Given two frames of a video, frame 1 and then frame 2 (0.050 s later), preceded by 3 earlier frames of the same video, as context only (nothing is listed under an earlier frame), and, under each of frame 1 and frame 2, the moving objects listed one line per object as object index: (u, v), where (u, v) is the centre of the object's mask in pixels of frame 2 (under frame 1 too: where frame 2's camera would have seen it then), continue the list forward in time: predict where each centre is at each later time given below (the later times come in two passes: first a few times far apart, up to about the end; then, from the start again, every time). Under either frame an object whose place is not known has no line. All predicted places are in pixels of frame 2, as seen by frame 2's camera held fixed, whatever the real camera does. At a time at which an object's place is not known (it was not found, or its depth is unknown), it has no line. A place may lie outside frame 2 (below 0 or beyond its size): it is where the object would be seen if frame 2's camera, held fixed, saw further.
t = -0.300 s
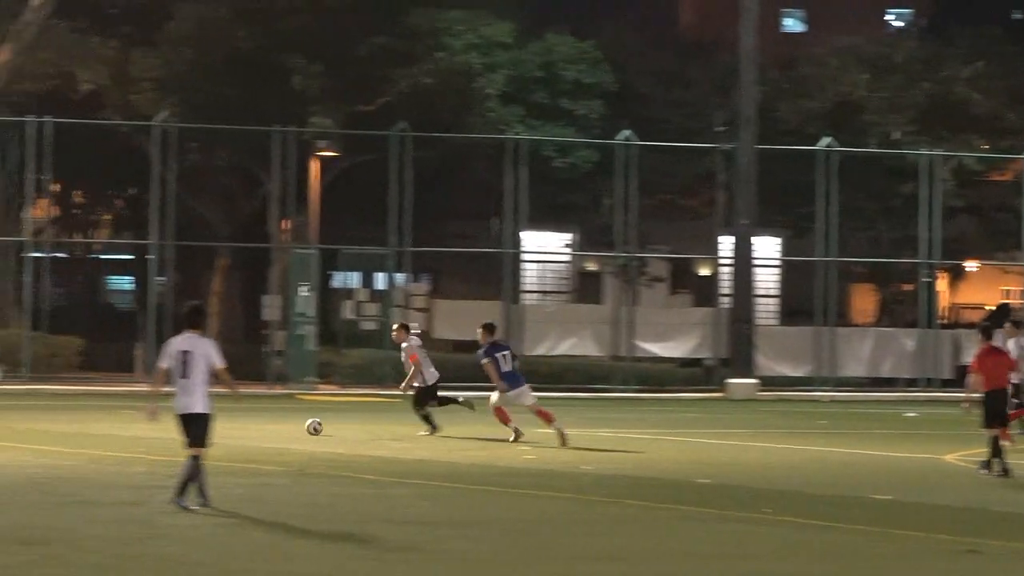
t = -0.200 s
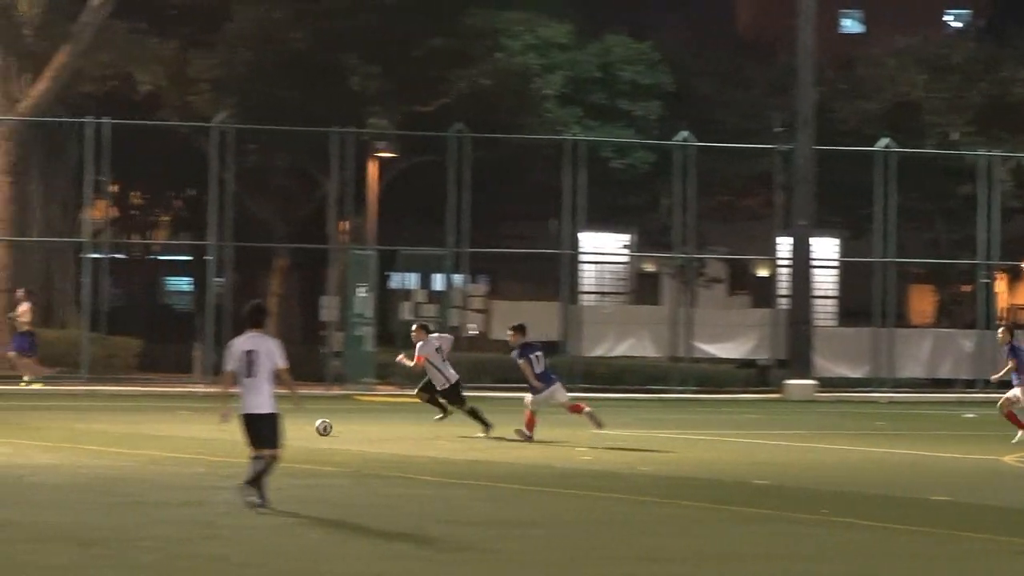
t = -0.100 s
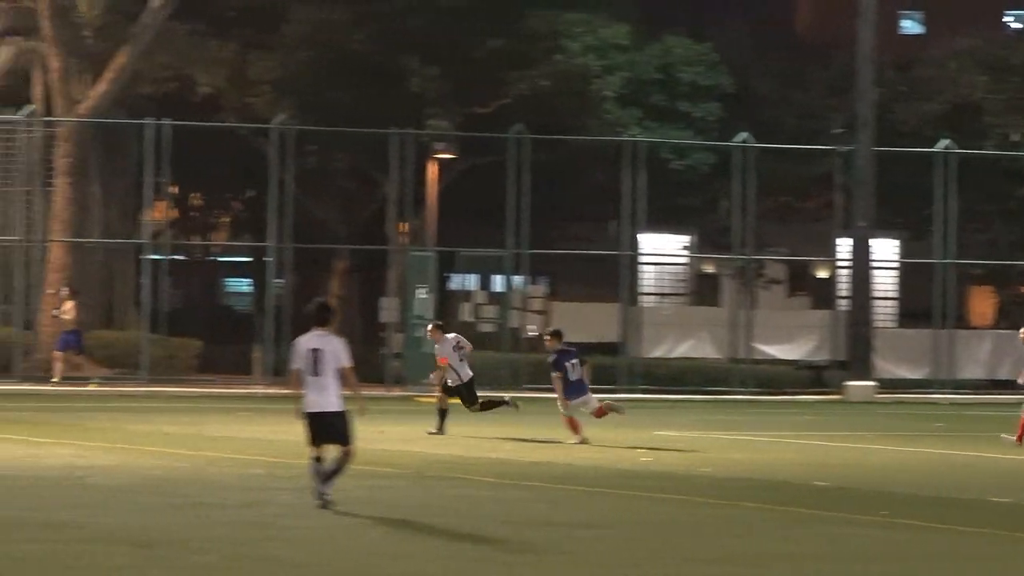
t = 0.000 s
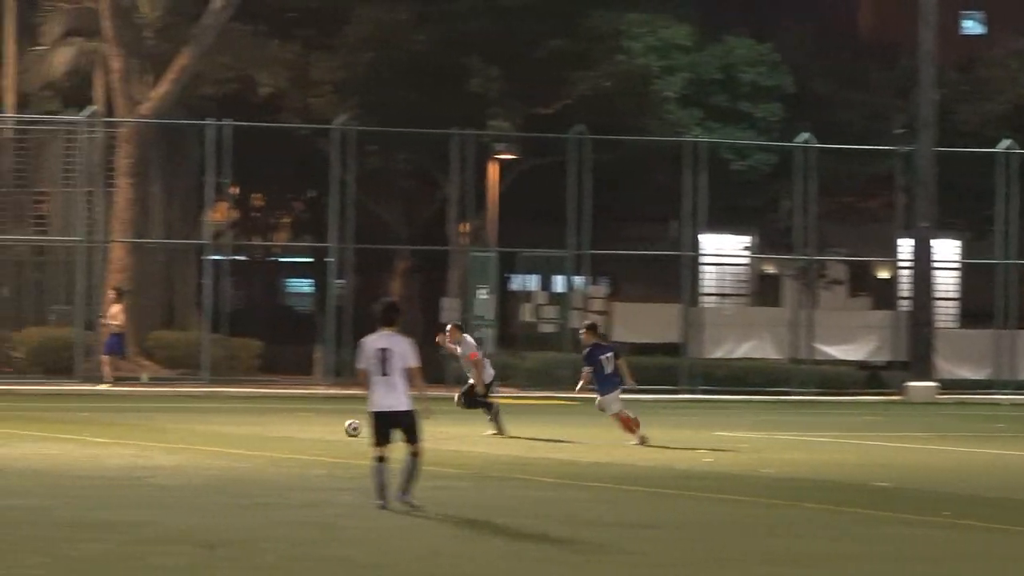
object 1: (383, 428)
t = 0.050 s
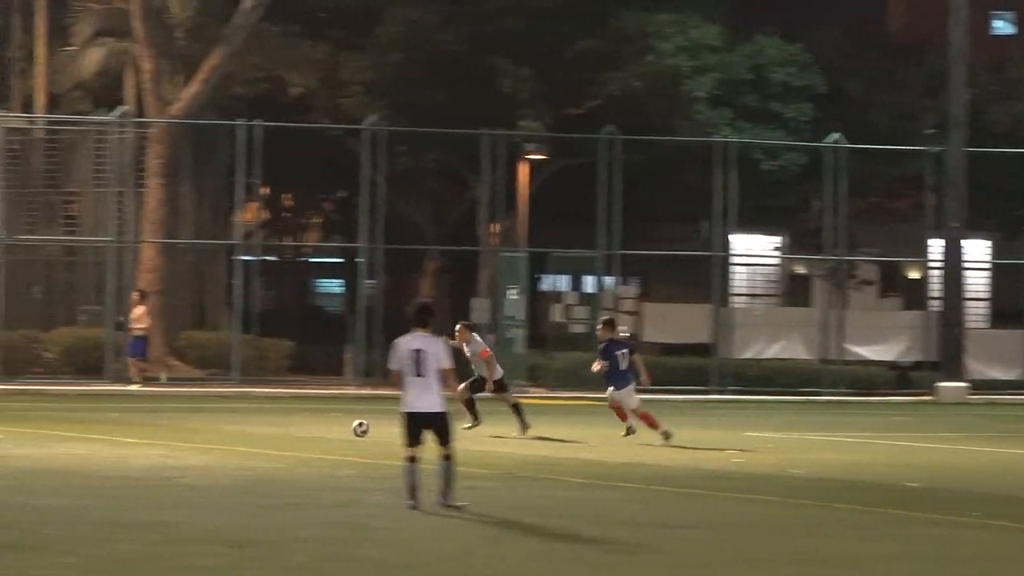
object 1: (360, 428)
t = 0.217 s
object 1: (286, 427)
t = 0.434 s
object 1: (194, 425)
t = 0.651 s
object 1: (104, 423)
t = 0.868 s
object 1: (13, 422)
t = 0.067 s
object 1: (353, 428)
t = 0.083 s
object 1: (345, 428)
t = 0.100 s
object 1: (338, 427)
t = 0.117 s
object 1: (331, 427)
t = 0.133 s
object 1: (323, 428)
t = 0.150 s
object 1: (315, 427)
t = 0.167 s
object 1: (308, 427)
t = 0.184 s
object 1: (300, 427)
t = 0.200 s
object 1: (293, 427)
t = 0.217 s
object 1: (286, 427)
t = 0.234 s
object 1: (279, 427)
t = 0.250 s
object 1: (272, 427)
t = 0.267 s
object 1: (264, 427)
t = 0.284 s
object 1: (257, 426)
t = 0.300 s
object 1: (250, 426)
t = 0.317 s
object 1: (243, 426)
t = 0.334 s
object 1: (236, 426)
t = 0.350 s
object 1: (229, 426)
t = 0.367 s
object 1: (221, 426)
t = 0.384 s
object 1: (215, 426)
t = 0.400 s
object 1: (207, 425)
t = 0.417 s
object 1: (201, 425)
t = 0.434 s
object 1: (194, 425)
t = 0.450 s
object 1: (187, 425)
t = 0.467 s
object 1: (180, 425)
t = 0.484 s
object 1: (173, 425)
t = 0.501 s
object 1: (165, 424)
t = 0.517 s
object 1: (159, 424)
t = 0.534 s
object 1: (152, 424)
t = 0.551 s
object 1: (145, 424)
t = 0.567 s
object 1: (138, 424)
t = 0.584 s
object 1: (131, 424)
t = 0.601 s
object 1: (125, 424)
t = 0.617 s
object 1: (117, 424)
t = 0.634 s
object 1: (111, 423)
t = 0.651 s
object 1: (104, 423)
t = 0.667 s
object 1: (97, 423)
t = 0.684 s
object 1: (91, 423)
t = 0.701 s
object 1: (84, 423)
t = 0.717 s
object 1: (77, 423)
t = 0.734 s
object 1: (70, 423)
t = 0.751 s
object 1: (63, 423)
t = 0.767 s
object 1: (56, 423)
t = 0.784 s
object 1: (49, 423)
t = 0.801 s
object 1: (41, 423)
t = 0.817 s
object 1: (35, 423)
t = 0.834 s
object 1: (27, 422)
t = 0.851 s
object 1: (21, 422)
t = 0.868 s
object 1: (13, 422)
